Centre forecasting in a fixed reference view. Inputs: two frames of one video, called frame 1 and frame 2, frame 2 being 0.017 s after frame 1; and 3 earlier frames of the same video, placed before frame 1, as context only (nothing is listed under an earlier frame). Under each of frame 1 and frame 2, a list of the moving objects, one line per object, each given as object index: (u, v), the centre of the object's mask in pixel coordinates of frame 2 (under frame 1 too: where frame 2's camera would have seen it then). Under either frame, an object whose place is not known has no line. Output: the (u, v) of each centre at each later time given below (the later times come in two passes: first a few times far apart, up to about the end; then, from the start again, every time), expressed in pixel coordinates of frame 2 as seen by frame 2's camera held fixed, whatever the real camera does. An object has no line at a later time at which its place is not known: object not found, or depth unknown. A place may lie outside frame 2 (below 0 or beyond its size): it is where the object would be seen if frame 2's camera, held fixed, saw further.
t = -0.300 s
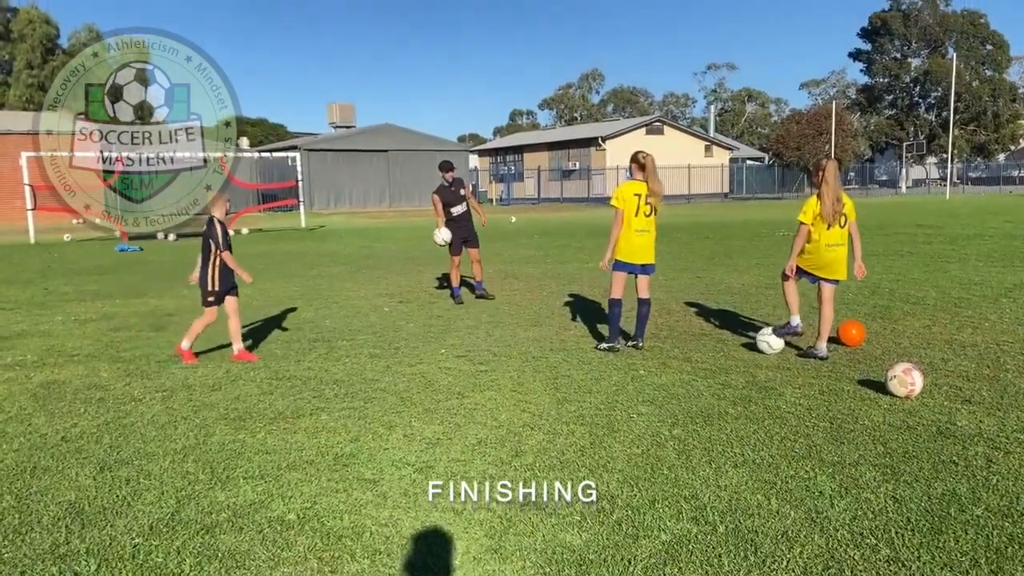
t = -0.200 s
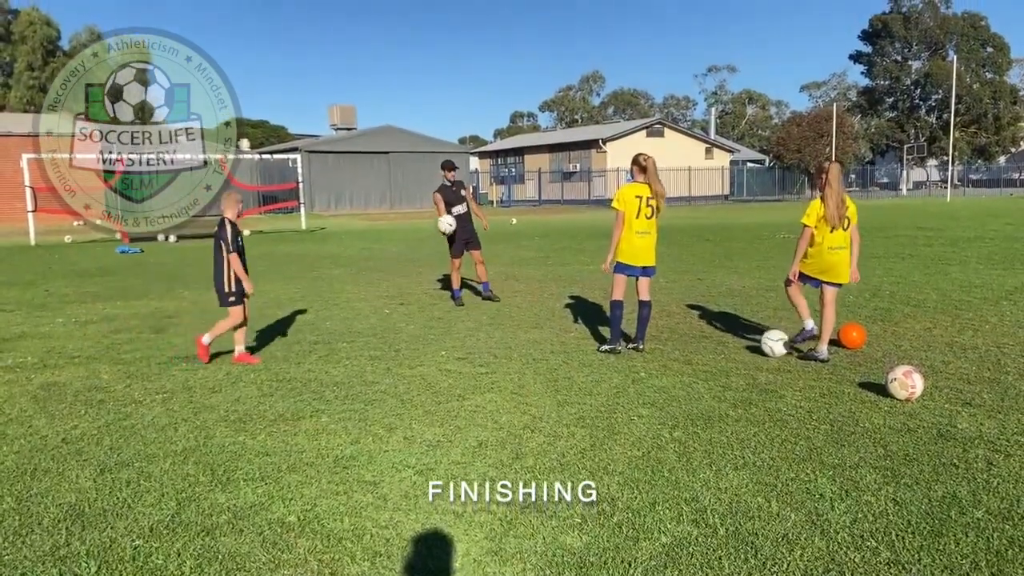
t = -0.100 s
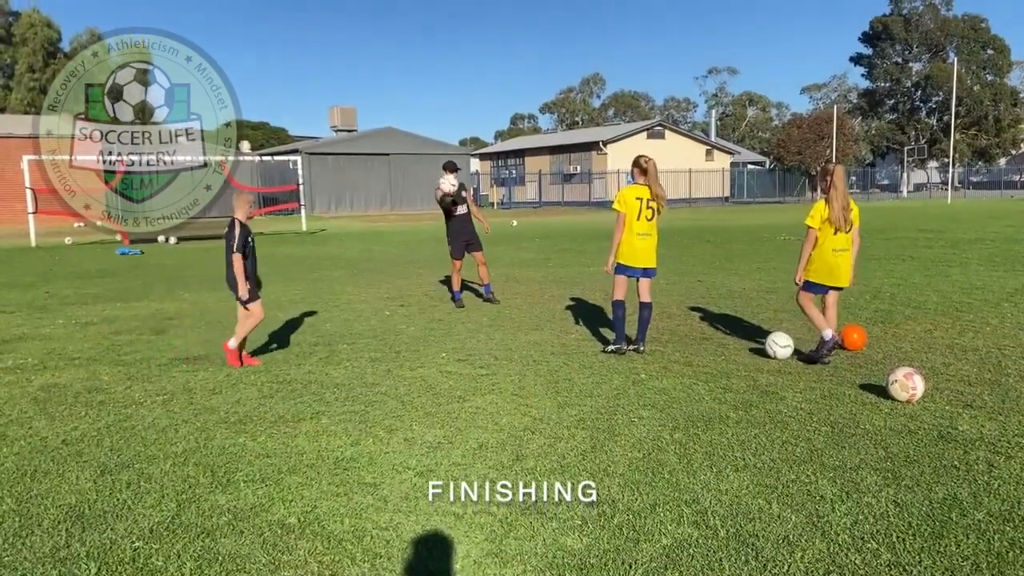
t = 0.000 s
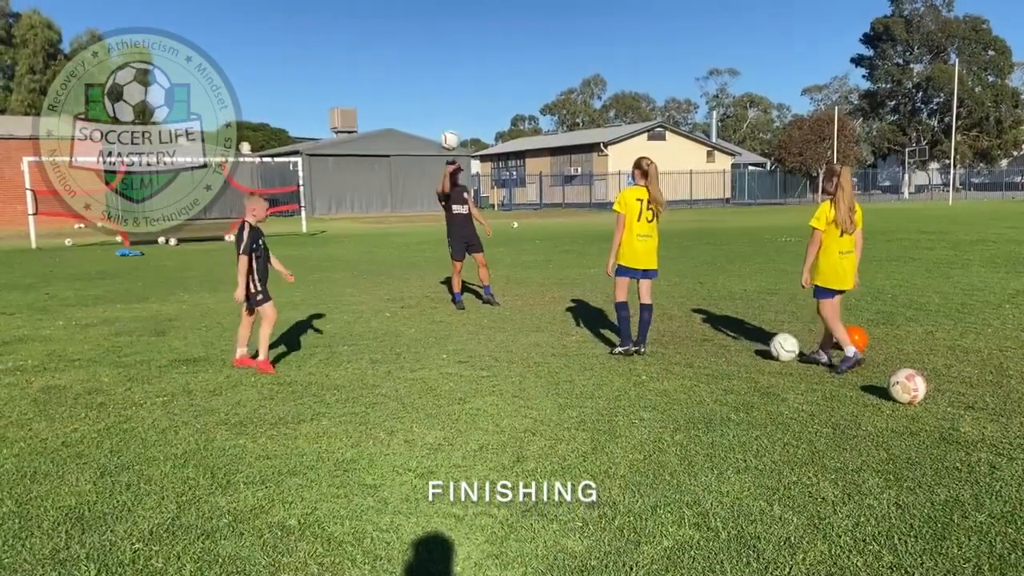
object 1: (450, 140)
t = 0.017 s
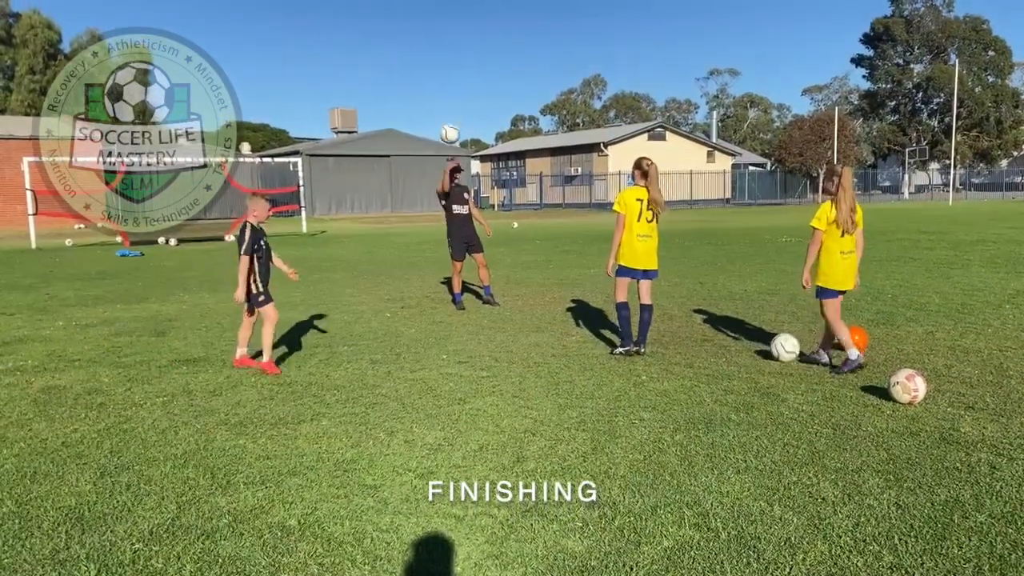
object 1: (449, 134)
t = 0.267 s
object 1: (453, 59)
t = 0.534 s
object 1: (460, 42)
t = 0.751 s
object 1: (468, 82)
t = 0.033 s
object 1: (450, 127)
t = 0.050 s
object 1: (450, 120)
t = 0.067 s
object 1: (450, 114)
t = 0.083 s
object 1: (450, 108)
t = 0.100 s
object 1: (450, 103)
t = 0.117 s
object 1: (450, 97)
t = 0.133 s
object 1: (451, 92)
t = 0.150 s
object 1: (451, 87)
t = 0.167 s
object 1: (451, 82)
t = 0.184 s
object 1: (451, 77)
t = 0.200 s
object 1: (452, 73)
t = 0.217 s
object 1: (452, 69)
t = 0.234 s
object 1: (452, 65)
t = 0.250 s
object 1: (453, 62)
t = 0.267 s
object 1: (453, 59)
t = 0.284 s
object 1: (453, 55)
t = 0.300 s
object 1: (454, 52)
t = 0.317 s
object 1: (454, 50)
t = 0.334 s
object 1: (454, 48)
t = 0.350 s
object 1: (455, 45)
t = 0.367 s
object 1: (455, 44)
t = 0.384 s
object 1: (455, 42)
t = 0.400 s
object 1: (456, 41)
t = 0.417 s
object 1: (456, 40)
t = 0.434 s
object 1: (457, 39)
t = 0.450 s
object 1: (457, 39)
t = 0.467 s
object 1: (458, 39)
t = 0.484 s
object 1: (458, 39)
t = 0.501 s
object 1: (458, 40)
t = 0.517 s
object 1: (459, 41)
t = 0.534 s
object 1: (460, 42)
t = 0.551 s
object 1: (460, 43)
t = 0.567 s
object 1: (461, 45)
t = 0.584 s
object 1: (461, 47)
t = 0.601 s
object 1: (462, 49)
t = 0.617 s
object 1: (462, 51)
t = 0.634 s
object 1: (463, 54)
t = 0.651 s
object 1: (464, 58)
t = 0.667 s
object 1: (464, 61)
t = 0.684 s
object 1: (465, 65)
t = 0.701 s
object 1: (466, 69)
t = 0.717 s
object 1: (466, 73)
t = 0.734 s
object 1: (467, 78)
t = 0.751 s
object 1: (468, 82)
